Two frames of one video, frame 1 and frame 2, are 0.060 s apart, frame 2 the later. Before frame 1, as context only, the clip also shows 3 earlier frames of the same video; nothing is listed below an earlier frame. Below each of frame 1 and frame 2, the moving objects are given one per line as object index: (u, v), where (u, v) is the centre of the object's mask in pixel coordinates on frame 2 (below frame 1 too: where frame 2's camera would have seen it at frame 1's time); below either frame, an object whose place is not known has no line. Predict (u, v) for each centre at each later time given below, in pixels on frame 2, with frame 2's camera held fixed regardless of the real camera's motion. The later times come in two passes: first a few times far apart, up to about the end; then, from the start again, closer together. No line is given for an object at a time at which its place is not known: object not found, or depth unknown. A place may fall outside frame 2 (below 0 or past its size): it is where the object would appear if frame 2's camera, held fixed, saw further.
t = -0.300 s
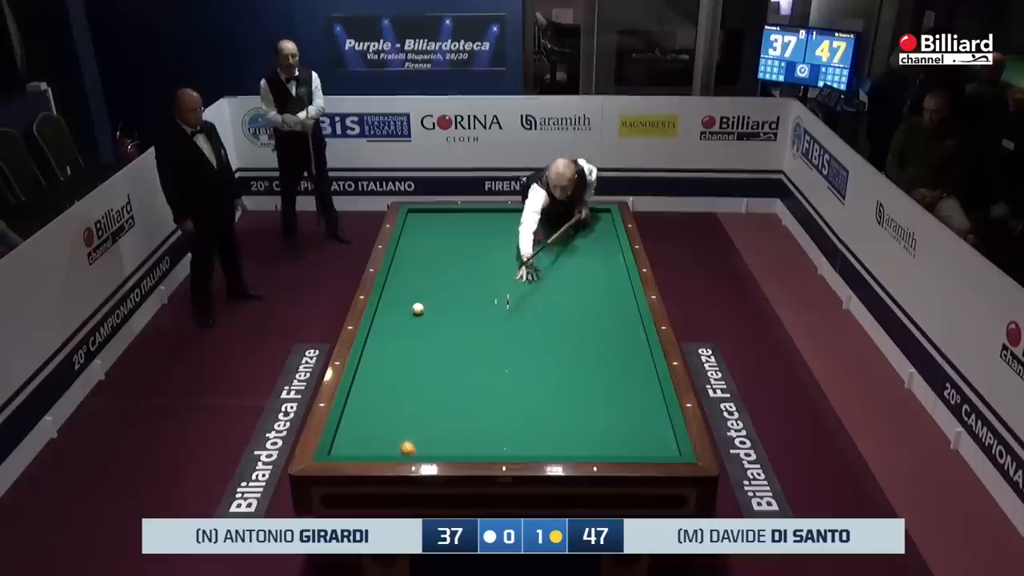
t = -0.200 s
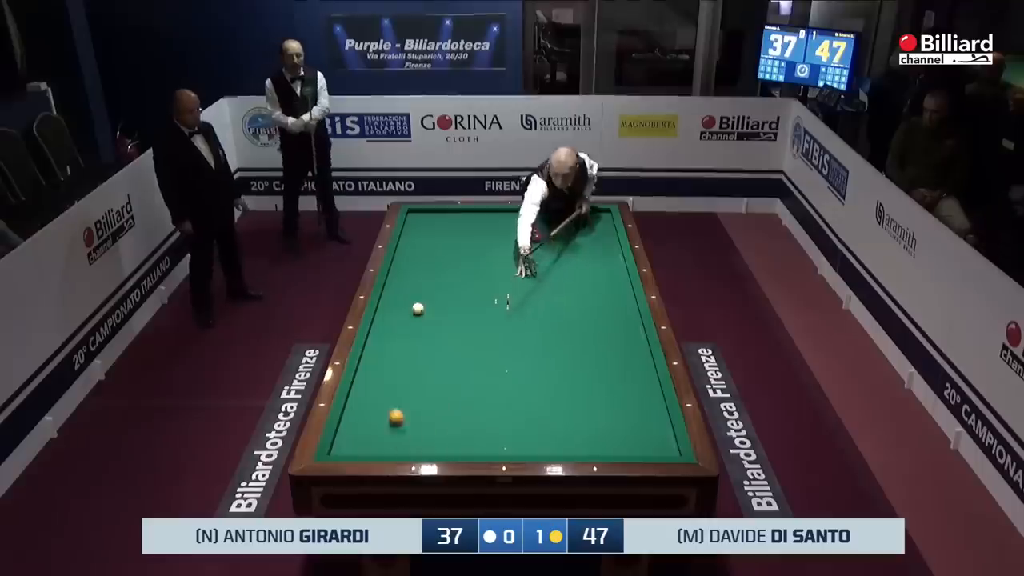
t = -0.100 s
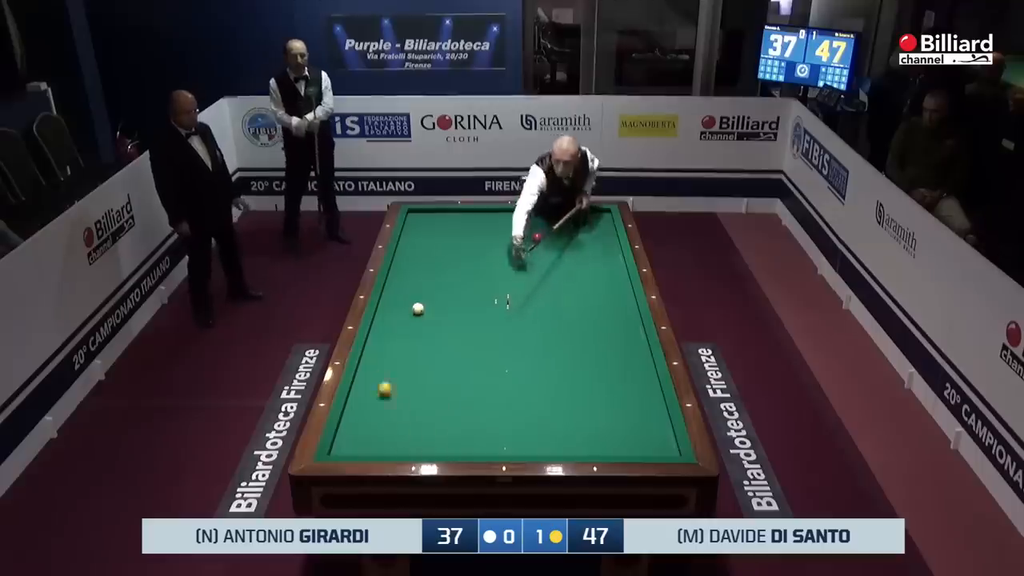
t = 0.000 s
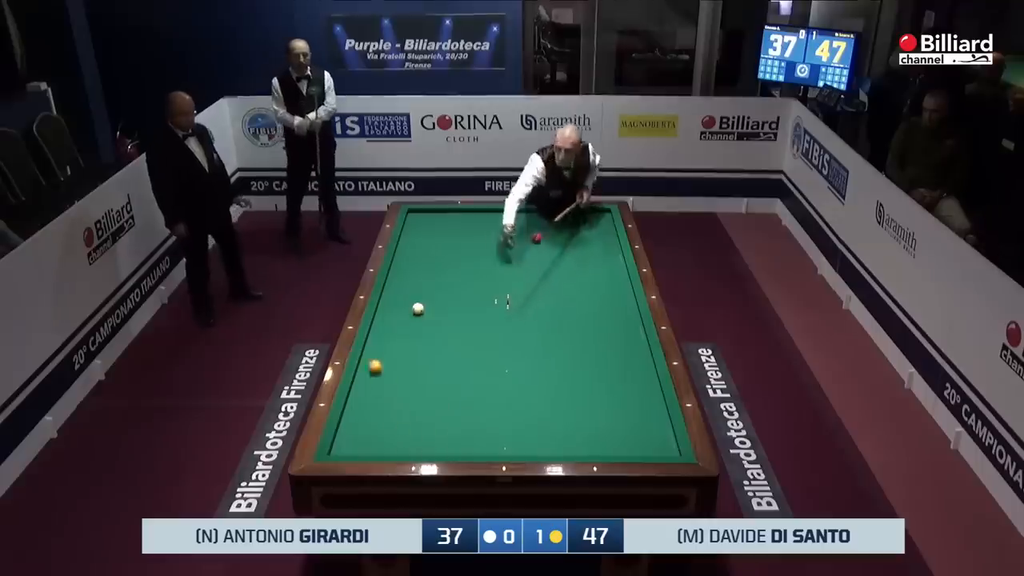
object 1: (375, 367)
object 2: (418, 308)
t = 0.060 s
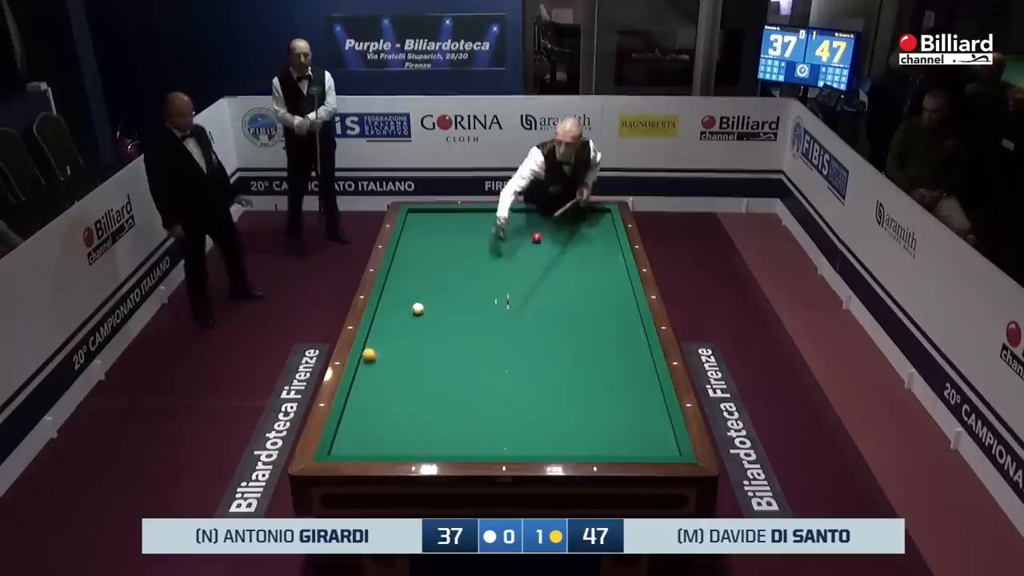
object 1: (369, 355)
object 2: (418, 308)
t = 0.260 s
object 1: (392, 326)
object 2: (418, 308)
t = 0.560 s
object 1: (405, 295)
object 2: (436, 305)
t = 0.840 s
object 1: (405, 270)
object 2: (461, 301)
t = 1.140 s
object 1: (405, 248)
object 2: (487, 296)
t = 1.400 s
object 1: (406, 230)
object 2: (509, 293)
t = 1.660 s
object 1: (412, 215)
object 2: (529, 289)
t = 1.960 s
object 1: (423, 218)
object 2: (552, 285)
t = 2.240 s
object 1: (434, 227)
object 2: (572, 282)
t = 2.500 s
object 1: (445, 235)
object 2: (590, 278)
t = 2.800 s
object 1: (458, 246)
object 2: (610, 275)
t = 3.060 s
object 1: (470, 254)
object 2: (622, 272)
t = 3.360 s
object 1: (483, 265)
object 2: (611, 270)
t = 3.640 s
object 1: (496, 275)
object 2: (601, 269)
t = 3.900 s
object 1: (509, 286)
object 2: (592, 267)
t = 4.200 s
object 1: (523, 297)
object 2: (584, 265)
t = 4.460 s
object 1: (536, 308)
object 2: (576, 264)
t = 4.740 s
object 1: (551, 319)
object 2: (569, 263)
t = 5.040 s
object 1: (567, 332)
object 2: (562, 262)
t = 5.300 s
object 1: (582, 343)
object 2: (556, 261)
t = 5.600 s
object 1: (599, 356)
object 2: (551, 260)
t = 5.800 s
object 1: (611, 365)
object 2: (547, 259)
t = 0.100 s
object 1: (370, 349)
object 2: (418, 308)
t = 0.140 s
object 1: (377, 343)
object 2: (418, 308)
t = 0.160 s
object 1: (380, 340)
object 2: (418, 308)
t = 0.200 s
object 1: (385, 334)
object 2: (418, 308)
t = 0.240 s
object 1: (390, 329)
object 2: (418, 308)
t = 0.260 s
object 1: (392, 326)
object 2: (418, 308)
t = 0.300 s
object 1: (397, 321)
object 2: (418, 308)
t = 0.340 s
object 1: (401, 316)
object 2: (418, 308)
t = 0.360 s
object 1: (403, 314)
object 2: (418, 308)
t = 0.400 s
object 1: (406, 309)
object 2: (418, 308)
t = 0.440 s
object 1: (405, 306)
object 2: (424, 307)
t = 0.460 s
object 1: (405, 304)
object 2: (426, 307)
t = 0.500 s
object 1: (405, 300)
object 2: (430, 306)
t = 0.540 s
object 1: (405, 296)
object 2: (434, 305)
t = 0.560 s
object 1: (405, 295)
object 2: (436, 305)
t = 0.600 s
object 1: (405, 291)
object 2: (439, 304)
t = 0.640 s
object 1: (405, 287)
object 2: (443, 304)
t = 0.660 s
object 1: (405, 286)
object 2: (445, 304)
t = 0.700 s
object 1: (405, 282)
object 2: (449, 303)
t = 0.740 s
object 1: (405, 279)
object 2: (452, 302)
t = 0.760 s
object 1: (405, 277)
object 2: (454, 302)
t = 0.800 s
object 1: (405, 274)
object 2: (457, 301)
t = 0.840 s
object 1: (405, 270)
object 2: (461, 301)
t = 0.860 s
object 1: (405, 269)
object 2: (463, 300)
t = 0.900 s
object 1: (405, 266)
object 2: (466, 300)
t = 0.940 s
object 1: (405, 262)
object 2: (470, 299)
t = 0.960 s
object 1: (406, 261)
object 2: (471, 299)
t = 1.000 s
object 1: (406, 258)
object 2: (475, 298)
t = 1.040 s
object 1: (406, 255)
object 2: (479, 297)
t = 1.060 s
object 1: (406, 254)
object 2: (480, 297)
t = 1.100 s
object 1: (406, 251)
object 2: (484, 297)
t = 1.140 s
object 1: (405, 248)
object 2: (487, 296)
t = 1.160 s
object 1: (405, 246)
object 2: (489, 296)
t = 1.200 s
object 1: (406, 243)
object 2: (492, 295)
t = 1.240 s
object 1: (406, 241)
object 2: (496, 295)
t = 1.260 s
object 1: (406, 240)
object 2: (497, 295)
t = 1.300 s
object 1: (406, 237)
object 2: (500, 294)
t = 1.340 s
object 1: (406, 234)
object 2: (504, 293)
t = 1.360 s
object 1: (406, 233)
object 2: (505, 293)
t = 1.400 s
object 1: (406, 230)
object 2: (509, 293)
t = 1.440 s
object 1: (406, 228)
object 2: (512, 292)
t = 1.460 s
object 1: (407, 227)
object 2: (514, 292)
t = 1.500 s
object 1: (408, 224)
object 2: (517, 291)
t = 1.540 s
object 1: (409, 222)
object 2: (520, 291)
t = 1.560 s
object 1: (409, 220)
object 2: (522, 290)
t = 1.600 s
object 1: (410, 218)
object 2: (525, 290)
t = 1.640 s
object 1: (411, 216)
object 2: (528, 289)
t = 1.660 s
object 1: (412, 215)
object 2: (529, 289)
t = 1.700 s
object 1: (413, 213)
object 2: (532, 288)
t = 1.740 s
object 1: (414, 210)
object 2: (535, 288)
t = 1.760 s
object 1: (415, 210)
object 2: (537, 287)
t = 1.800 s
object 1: (416, 212)
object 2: (540, 287)
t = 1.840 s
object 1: (418, 214)
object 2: (543, 286)
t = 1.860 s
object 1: (419, 215)
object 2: (545, 286)
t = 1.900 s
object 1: (420, 216)
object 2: (548, 286)
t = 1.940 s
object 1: (422, 218)
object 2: (550, 285)
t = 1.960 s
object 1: (423, 218)
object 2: (552, 285)
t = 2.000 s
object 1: (424, 220)
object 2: (555, 285)
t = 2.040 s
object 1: (426, 221)
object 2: (558, 284)
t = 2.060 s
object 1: (427, 221)
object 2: (559, 284)
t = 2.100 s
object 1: (429, 223)
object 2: (562, 283)
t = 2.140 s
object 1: (430, 224)
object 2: (565, 283)
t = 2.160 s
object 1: (431, 224)
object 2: (566, 282)
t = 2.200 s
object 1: (433, 226)
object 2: (569, 282)
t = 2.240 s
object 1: (434, 227)
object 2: (572, 282)
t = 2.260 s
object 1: (435, 228)
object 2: (573, 281)
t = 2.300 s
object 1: (437, 229)
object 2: (576, 281)
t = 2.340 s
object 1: (438, 230)
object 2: (579, 280)
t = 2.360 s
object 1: (439, 231)
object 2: (580, 280)
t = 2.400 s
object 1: (441, 232)
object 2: (583, 280)
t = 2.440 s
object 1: (443, 233)
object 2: (586, 279)
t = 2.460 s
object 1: (443, 234)
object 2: (587, 279)
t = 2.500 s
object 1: (445, 235)
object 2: (590, 278)
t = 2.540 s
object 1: (447, 237)
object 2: (593, 278)
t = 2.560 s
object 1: (447, 237)
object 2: (594, 278)
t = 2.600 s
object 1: (449, 239)
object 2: (596, 277)
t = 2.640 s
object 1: (451, 240)
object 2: (599, 277)
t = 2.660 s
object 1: (452, 241)
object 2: (601, 277)
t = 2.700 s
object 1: (454, 242)
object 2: (603, 276)
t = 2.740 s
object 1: (455, 244)
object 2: (606, 275)
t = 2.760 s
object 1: (456, 244)
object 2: (607, 275)
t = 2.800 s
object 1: (458, 246)
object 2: (610, 275)
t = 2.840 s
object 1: (460, 247)
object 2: (612, 275)
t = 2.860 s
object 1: (461, 248)
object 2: (613, 275)
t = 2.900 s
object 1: (462, 249)
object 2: (616, 274)
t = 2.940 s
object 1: (464, 250)
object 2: (618, 274)
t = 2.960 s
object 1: (465, 251)
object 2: (620, 273)
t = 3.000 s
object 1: (467, 252)
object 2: (622, 273)
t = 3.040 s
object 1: (469, 254)
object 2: (622, 273)
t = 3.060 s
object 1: (470, 254)
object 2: (622, 272)
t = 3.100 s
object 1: (471, 256)
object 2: (620, 272)
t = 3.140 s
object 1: (473, 257)
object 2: (618, 272)
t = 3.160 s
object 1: (474, 258)
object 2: (618, 272)
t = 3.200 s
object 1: (476, 259)
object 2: (617, 272)
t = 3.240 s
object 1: (478, 261)
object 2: (615, 271)
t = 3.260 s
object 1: (478, 262)
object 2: (614, 271)
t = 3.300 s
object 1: (480, 263)
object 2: (613, 271)
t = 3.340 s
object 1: (482, 264)
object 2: (611, 271)
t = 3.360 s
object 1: (483, 265)
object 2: (611, 270)
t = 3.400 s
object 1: (485, 267)
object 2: (609, 270)
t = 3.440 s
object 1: (486, 268)
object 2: (608, 270)
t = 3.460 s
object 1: (487, 269)
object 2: (607, 270)
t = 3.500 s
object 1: (490, 271)
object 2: (606, 269)
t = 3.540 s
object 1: (491, 272)
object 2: (604, 269)
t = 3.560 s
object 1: (492, 273)
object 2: (604, 269)
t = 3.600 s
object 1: (494, 274)
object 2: (602, 269)
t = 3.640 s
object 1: (496, 275)
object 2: (601, 269)
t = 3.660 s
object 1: (497, 276)
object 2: (600, 269)
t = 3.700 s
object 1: (499, 278)
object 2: (599, 268)
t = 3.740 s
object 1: (501, 279)
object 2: (597, 268)
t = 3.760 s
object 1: (502, 280)
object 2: (597, 268)
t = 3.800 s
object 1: (504, 282)
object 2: (596, 268)
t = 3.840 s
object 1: (505, 283)
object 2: (594, 268)
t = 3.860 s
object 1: (507, 284)
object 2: (594, 268)
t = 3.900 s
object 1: (509, 286)
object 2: (592, 267)
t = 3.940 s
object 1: (510, 287)
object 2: (591, 267)
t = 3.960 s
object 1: (511, 288)
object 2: (591, 267)
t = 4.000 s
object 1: (513, 289)
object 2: (589, 267)
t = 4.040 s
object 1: (515, 291)
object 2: (588, 266)
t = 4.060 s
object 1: (516, 291)
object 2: (588, 266)
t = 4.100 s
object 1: (518, 293)
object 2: (586, 266)
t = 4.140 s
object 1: (520, 295)
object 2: (585, 266)
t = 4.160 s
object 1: (521, 295)
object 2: (585, 266)
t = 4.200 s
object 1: (523, 297)
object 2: (584, 265)
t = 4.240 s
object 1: (525, 299)
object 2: (582, 265)
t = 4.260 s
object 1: (526, 299)
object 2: (582, 265)
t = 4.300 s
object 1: (528, 301)
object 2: (581, 265)
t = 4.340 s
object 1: (530, 303)
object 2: (580, 265)
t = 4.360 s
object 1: (531, 304)
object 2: (579, 265)
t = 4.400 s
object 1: (533, 305)
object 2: (578, 265)
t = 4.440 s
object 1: (535, 307)
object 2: (577, 264)
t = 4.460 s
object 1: (536, 308)
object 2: (576, 264)
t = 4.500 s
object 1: (538, 309)
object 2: (575, 264)
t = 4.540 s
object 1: (541, 311)
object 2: (574, 264)
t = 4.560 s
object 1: (542, 311)
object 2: (574, 264)
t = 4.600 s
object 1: (544, 313)
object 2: (572, 263)
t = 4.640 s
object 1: (546, 315)
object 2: (571, 263)
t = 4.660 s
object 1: (547, 315)
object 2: (571, 263)
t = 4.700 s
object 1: (549, 317)
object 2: (570, 263)
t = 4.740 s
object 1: (551, 319)
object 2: (569, 263)
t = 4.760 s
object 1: (552, 320)
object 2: (569, 263)
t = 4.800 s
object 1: (554, 321)
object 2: (568, 263)
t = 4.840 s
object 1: (556, 323)
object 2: (567, 262)
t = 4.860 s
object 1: (558, 324)
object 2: (566, 262)
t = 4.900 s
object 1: (560, 326)
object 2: (565, 262)
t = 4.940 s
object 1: (562, 328)
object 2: (564, 262)
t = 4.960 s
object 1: (563, 328)
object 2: (564, 262)
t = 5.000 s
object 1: (565, 330)
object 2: (563, 262)
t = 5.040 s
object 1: (567, 332)
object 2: (562, 262)
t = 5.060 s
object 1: (569, 333)
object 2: (561, 262)
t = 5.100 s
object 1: (571, 334)
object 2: (560, 261)
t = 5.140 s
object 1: (573, 336)
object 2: (560, 261)
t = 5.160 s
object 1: (574, 337)
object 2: (559, 261)
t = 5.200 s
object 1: (576, 339)
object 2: (558, 261)
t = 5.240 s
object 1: (579, 340)
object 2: (558, 261)
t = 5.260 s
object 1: (579, 341)
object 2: (557, 261)
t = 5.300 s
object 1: (582, 343)
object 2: (556, 261)
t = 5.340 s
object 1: (584, 344)
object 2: (556, 261)
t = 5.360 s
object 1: (585, 346)
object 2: (555, 261)
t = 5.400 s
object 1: (588, 347)
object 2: (554, 260)
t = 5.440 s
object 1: (590, 349)
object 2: (553, 260)
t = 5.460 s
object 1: (591, 350)
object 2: (553, 260)
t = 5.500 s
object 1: (593, 351)
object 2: (552, 260)
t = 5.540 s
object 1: (595, 353)
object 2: (552, 260)
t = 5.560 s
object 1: (597, 354)
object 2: (551, 260)
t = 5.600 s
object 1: (599, 356)
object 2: (551, 260)
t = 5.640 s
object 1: (601, 358)
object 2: (550, 260)
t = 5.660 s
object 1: (602, 359)
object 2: (549, 260)
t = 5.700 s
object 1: (605, 360)
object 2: (549, 259)
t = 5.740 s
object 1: (607, 362)
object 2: (548, 259)
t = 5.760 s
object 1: (608, 363)
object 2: (548, 259)
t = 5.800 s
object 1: (611, 365)
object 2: (547, 259)
